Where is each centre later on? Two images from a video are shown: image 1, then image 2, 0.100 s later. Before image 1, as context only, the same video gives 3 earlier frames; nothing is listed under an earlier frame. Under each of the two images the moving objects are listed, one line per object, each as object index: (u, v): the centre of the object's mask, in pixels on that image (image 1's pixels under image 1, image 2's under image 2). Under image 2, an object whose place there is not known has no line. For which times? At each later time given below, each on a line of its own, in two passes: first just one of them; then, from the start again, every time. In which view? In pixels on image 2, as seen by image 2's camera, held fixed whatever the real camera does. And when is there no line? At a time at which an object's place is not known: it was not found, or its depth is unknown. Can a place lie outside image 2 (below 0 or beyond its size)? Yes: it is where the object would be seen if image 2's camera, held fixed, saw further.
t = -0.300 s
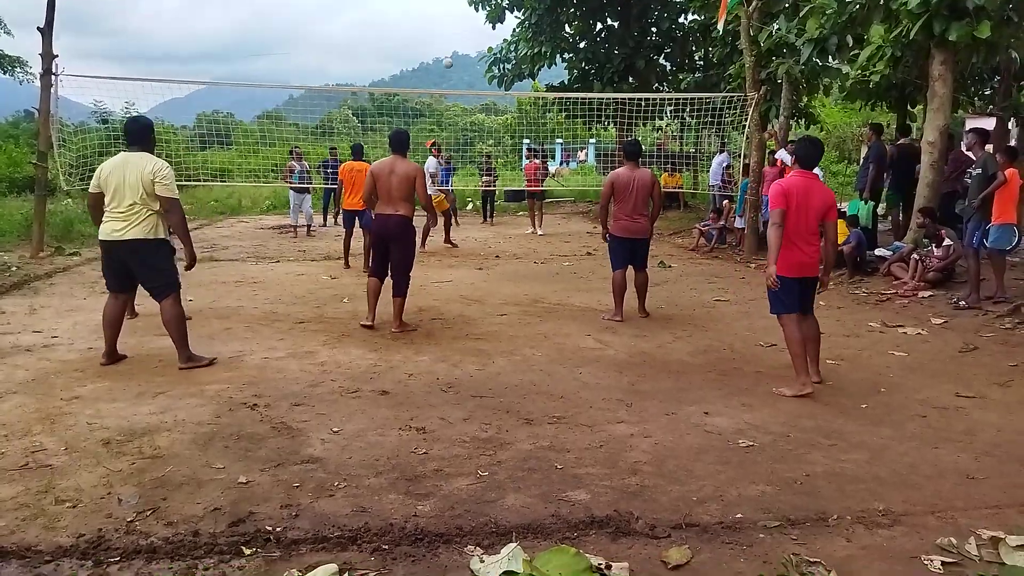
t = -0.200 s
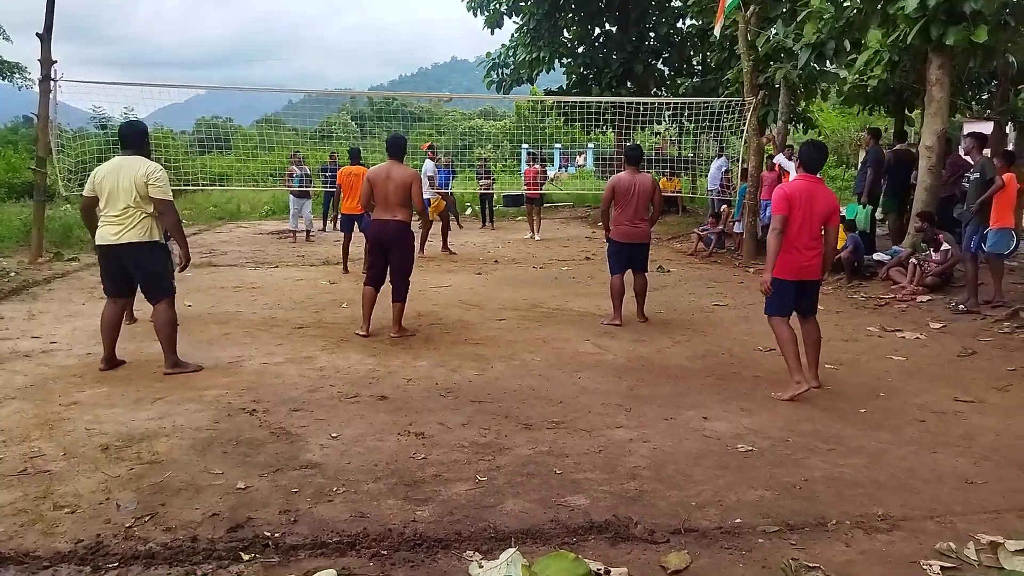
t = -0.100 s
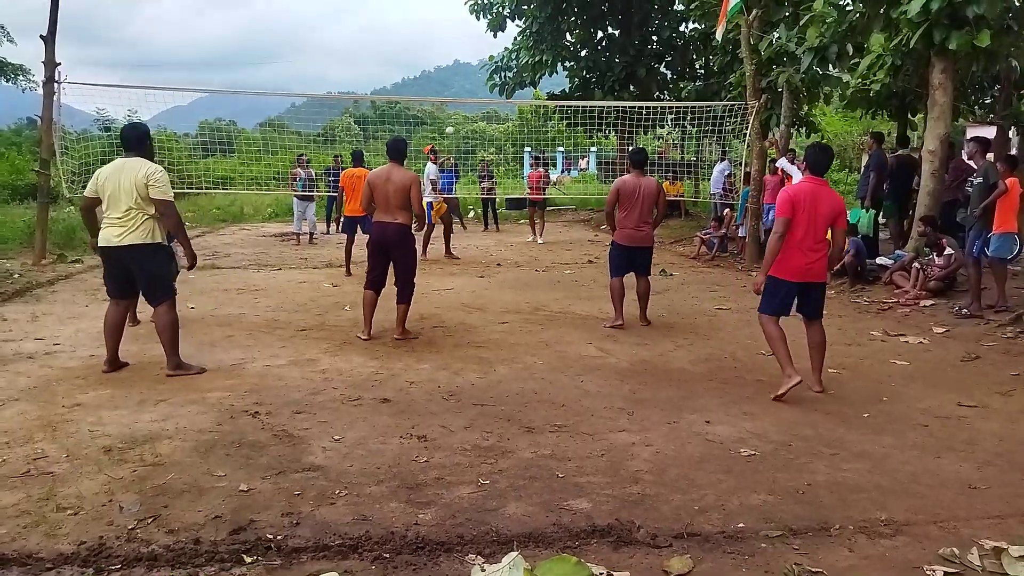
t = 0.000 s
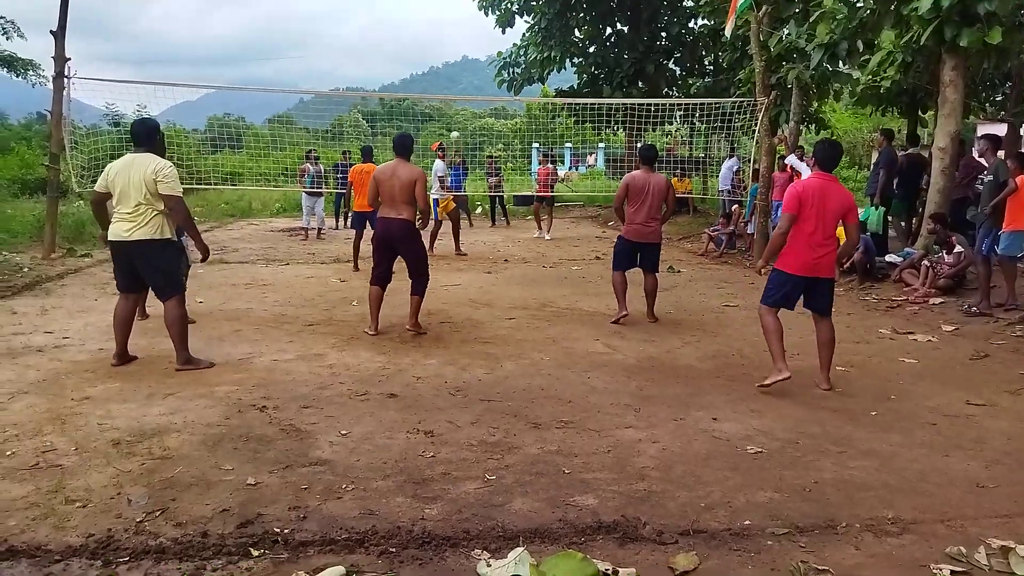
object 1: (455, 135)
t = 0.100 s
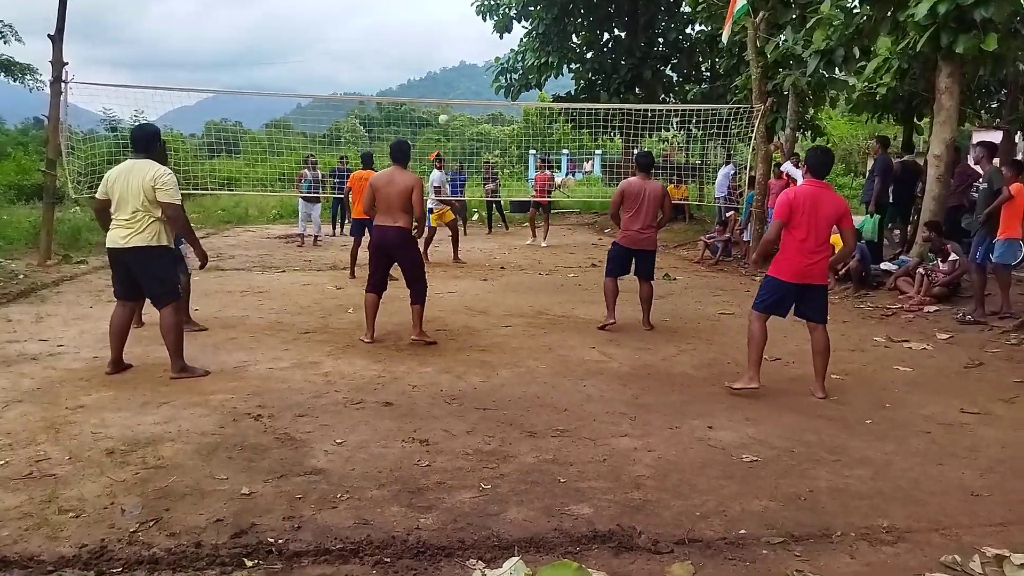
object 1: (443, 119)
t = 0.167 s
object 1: (435, 106)
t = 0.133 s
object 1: (440, 112)
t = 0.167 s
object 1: (435, 106)
